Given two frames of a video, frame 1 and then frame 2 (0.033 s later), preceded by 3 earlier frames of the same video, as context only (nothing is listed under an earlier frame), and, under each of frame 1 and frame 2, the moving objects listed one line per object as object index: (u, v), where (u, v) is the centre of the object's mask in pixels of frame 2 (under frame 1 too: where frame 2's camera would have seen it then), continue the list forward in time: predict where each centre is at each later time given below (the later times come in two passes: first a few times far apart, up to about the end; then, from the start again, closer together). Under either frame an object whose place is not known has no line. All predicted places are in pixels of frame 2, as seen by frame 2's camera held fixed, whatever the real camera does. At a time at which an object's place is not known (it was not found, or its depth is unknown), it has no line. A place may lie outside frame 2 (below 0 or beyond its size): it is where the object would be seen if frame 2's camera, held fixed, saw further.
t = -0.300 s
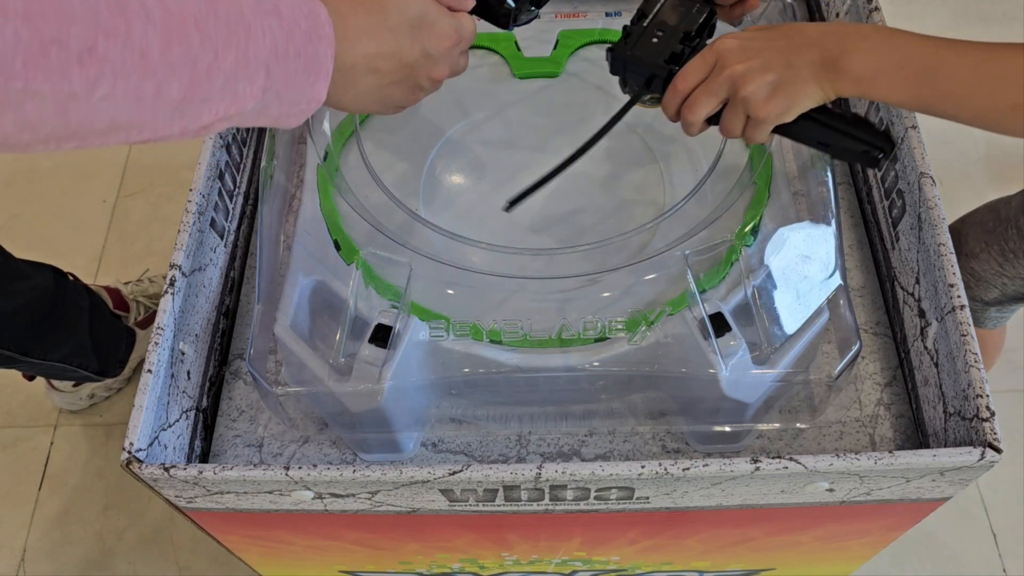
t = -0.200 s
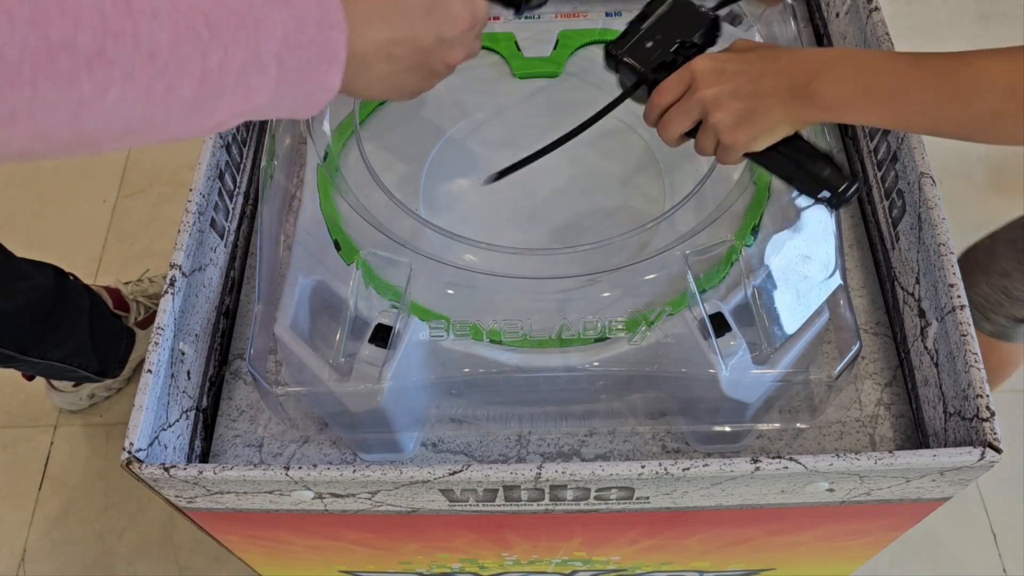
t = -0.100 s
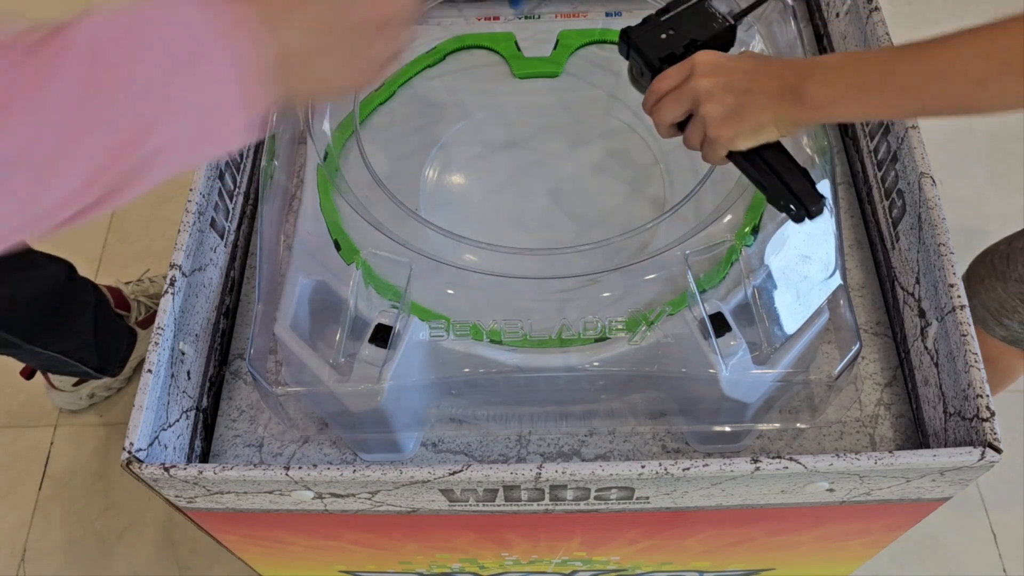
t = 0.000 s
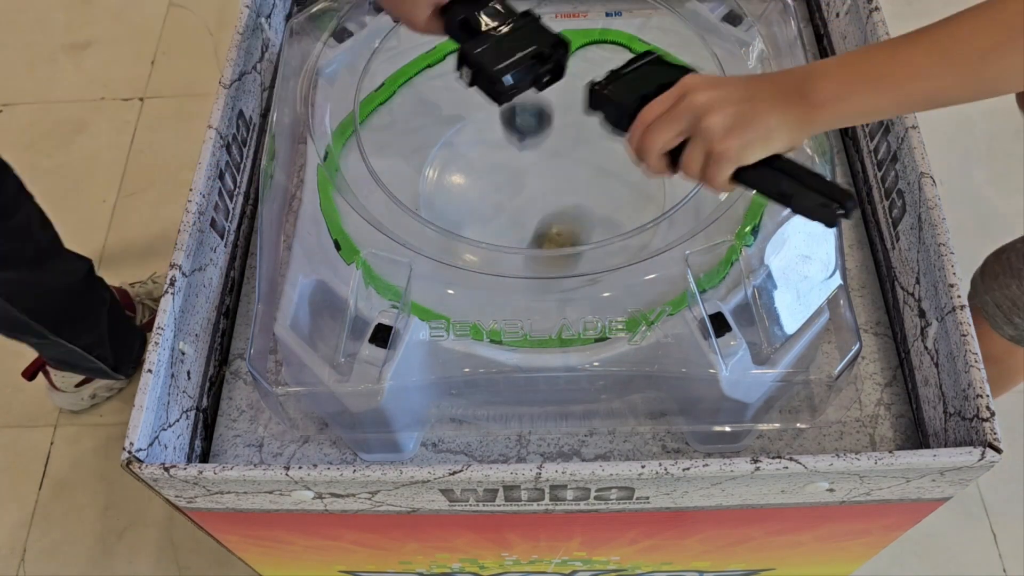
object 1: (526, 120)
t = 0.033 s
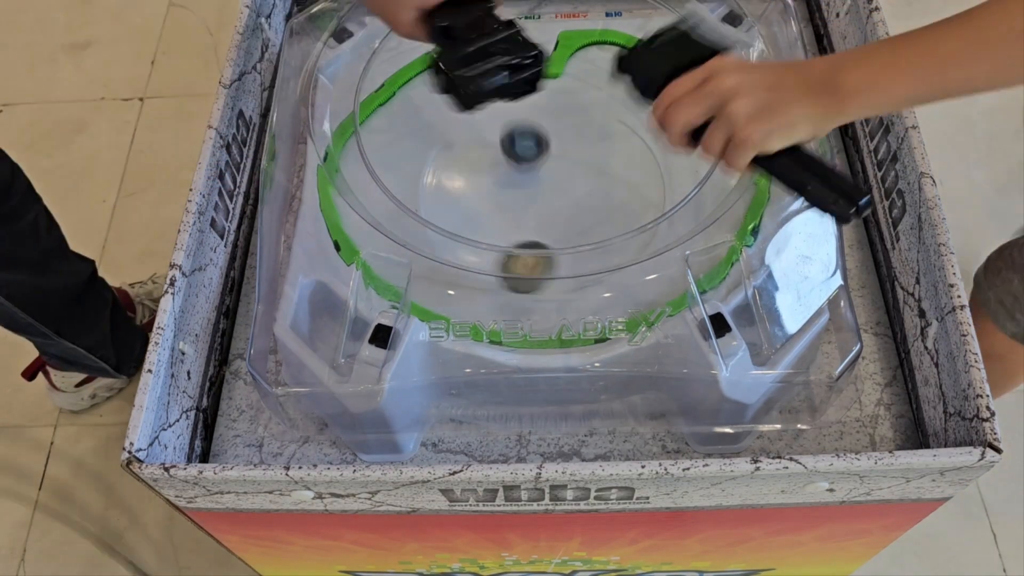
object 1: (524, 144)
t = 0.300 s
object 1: (506, 100)
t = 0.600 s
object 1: (510, 170)
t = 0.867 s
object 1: (420, 225)
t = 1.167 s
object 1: (477, 183)
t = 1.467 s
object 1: (556, 199)
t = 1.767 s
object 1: (582, 282)
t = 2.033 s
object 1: (590, 106)
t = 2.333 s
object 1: (533, 279)
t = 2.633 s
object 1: (693, 87)
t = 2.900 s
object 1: (597, 294)
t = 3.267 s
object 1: (571, 126)
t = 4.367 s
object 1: (542, 265)
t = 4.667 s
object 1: (506, 68)
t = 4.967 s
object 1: (392, 245)
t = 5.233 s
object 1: (700, 89)
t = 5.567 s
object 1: (587, 282)
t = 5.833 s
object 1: (641, 236)
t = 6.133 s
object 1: (707, 107)
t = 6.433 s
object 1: (463, 68)
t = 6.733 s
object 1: (329, 177)
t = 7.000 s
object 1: (699, 228)
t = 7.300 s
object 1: (531, 129)
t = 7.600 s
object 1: (651, 132)
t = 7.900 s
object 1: (622, 80)
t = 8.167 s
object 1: (607, 40)
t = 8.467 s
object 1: (519, 119)
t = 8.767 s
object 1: (528, 259)
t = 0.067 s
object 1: (521, 112)
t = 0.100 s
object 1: (517, 86)
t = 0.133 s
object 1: (514, 69)
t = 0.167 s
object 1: (512, 60)
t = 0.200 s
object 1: (510, 61)
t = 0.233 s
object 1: (508, 73)
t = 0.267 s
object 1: (507, 92)
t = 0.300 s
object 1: (506, 100)
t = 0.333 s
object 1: (505, 96)
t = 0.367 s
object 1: (504, 102)
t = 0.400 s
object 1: (504, 115)
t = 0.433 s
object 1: (504, 120)
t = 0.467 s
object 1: (504, 131)
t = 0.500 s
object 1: (505, 140)
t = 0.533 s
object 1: (506, 150)
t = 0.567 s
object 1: (508, 160)
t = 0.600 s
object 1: (510, 170)
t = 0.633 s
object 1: (512, 178)
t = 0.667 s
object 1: (516, 186)
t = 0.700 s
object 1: (520, 192)
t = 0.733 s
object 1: (506, 200)
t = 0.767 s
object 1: (475, 212)
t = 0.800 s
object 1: (449, 215)
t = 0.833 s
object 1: (432, 219)
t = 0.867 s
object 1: (420, 225)
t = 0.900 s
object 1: (415, 225)
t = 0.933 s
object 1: (412, 224)
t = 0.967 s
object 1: (411, 222)
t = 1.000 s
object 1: (412, 220)
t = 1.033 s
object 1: (418, 211)
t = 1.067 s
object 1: (428, 200)
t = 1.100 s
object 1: (439, 195)
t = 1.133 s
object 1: (456, 188)
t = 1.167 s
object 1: (477, 183)
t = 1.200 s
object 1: (497, 177)
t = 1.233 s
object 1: (509, 176)
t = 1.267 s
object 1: (515, 180)
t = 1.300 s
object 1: (522, 183)
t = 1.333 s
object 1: (529, 184)
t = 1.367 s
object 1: (536, 184)
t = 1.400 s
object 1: (543, 183)
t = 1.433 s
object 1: (550, 181)
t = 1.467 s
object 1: (556, 199)
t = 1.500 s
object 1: (561, 234)
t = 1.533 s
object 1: (567, 272)
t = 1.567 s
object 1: (571, 288)
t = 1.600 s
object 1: (575, 312)
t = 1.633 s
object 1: (578, 321)
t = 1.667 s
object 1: (576, 306)
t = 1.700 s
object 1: (577, 302)
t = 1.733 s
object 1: (579, 297)
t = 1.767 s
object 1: (582, 282)
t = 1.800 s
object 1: (586, 267)
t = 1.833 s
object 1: (590, 250)
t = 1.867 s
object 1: (593, 227)
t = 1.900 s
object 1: (598, 210)
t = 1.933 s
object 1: (601, 185)
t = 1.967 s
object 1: (600, 158)
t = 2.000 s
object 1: (597, 131)
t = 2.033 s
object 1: (590, 106)
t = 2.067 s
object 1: (580, 83)
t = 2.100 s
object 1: (567, 63)
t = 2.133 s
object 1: (561, 76)
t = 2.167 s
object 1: (557, 108)
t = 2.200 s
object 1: (553, 150)
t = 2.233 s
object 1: (548, 195)
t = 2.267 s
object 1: (542, 224)
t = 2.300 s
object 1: (537, 254)
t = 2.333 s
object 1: (533, 279)
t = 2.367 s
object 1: (531, 307)
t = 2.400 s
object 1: (558, 298)
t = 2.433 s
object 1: (598, 276)
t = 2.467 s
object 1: (637, 243)
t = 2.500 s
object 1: (670, 214)
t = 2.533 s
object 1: (695, 181)
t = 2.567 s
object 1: (716, 149)
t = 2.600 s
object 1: (730, 121)
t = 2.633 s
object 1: (693, 87)
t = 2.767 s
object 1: (589, 115)
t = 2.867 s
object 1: (597, 266)
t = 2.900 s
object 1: (597, 294)
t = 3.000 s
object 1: (660, 190)
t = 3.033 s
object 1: (675, 157)
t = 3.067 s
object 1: (681, 125)
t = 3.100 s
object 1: (684, 91)
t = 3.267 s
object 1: (571, 126)
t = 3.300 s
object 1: (569, 178)
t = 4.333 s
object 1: (501, 262)
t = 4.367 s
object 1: (542, 265)
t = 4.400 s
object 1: (585, 257)
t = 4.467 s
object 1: (646, 206)
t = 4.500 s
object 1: (653, 170)
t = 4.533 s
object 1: (641, 136)
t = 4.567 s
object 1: (613, 106)
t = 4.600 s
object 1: (575, 84)
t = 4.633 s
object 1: (541, 65)
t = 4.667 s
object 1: (506, 68)
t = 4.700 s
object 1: (472, 88)
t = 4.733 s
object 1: (443, 101)
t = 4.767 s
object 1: (415, 119)
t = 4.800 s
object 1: (389, 136)
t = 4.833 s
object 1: (369, 151)
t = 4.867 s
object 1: (348, 169)
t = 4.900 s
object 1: (332, 188)
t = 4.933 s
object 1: (354, 216)
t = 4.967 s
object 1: (392, 245)
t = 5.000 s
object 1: (441, 269)
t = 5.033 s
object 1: (495, 290)
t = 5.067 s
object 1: (552, 299)
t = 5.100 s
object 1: (628, 278)
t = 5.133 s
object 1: (694, 248)
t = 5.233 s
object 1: (700, 89)
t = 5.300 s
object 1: (591, 29)
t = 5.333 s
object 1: (553, 71)
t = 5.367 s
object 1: (540, 119)
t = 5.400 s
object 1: (548, 150)
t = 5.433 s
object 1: (557, 181)
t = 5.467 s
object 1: (565, 210)
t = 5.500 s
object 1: (572, 237)
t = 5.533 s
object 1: (580, 265)
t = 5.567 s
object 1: (587, 282)
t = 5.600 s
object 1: (593, 302)
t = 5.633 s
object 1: (602, 294)
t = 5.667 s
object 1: (612, 286)
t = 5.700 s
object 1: (617, 292)
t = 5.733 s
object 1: (623, 279)
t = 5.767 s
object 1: (631, 270)
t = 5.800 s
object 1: (636, 254)
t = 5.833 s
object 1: (641, 236)
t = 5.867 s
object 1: (647, 218)
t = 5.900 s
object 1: (653, 201)
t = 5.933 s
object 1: (660, 184)
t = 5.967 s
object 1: (665, 167)
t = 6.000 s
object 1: (671, 152)
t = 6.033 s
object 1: (679, 140)
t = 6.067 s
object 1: (686, 127)
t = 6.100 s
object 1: (692, 116)
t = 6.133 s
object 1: (707, 107)
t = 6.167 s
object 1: (717, 100)
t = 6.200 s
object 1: (685, 89)
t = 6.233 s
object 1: (649, 83)
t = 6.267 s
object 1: (614, 76)
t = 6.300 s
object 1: (581, 71)
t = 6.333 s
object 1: (549, 66)
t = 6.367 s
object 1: (519, 64)
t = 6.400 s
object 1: (491, 64)
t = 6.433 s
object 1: (463, 68)
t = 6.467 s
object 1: (438, 72)
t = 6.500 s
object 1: (416, 78)
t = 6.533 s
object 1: (396, 85)
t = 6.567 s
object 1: (379, 96)
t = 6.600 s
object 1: (367, 108)
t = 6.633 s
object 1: (351, 123)
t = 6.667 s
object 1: (340, 141)
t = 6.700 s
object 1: (333, 158)
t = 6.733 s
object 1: (329, 177)
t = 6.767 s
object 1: (333, 196)
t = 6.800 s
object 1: (381, 235)
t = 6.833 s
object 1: (429, 277)
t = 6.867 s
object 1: (484, 290)
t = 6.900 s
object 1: (542, 290)
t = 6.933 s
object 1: (598, 283)
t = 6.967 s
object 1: (653, 258)
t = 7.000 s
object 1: (699, 228)
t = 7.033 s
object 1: (720, 182)
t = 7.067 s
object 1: (728, 132)
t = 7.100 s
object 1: (704, 91)
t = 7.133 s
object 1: (665, 59)
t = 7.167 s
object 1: (621, 33)
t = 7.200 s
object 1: (578, 20)
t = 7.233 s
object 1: (553, 49)
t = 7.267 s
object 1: (542, 92)
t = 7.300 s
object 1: (531, 129)
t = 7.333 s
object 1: (518, 170)
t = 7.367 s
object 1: (539, 176)
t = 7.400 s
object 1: (567, 174)
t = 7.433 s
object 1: (593, 168)
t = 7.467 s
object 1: (616, 161)
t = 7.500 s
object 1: (636, 153)
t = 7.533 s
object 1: (650, 144)
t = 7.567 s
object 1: (653, 135)
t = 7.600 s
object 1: (651, 132)
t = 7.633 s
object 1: (648, 125)
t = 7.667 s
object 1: (644, 121)
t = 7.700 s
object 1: (639, 115)
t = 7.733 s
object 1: (635, 110)
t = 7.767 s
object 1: (631, 104)
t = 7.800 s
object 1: (627, 98)
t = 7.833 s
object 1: (625, 92)
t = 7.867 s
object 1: (623, 86)
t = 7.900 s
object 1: (622, 80)
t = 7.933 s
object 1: (622, 73)
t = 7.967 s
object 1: (623, 67)
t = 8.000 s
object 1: (623, 60)
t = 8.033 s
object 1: (622, 54)
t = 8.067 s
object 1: (621, 48)
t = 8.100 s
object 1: (617, 44)
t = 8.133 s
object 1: (613, 42)
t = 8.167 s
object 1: (607, 40)
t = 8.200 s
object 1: (602, 39)
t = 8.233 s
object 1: (595, 40)
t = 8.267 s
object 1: (588, 45)
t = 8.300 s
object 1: (579, 51)
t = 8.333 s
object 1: (570, 60)
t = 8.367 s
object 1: (558, 72)
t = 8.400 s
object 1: (546, 85)
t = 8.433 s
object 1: (532, 101)
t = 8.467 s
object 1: (519, 119)
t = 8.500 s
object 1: (508, 139)
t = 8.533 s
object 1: (500, 159)
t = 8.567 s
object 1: (494, 178)
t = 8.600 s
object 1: (491, 198)
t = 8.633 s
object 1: (492, 214)
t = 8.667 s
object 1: (496, 229)
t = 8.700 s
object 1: (503, 243)
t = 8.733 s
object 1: (513, 254)
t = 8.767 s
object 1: (528, 259)
